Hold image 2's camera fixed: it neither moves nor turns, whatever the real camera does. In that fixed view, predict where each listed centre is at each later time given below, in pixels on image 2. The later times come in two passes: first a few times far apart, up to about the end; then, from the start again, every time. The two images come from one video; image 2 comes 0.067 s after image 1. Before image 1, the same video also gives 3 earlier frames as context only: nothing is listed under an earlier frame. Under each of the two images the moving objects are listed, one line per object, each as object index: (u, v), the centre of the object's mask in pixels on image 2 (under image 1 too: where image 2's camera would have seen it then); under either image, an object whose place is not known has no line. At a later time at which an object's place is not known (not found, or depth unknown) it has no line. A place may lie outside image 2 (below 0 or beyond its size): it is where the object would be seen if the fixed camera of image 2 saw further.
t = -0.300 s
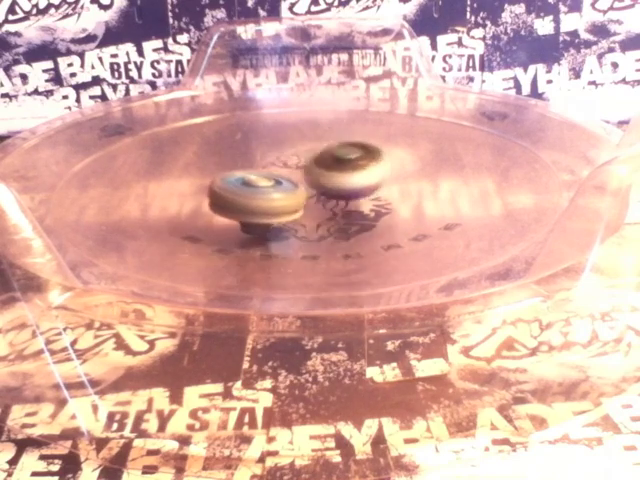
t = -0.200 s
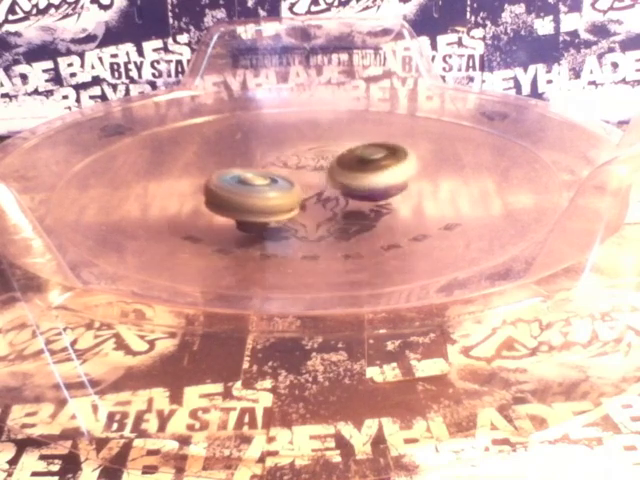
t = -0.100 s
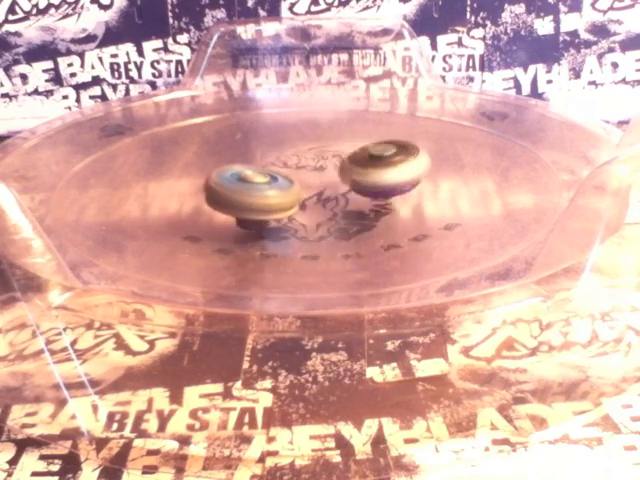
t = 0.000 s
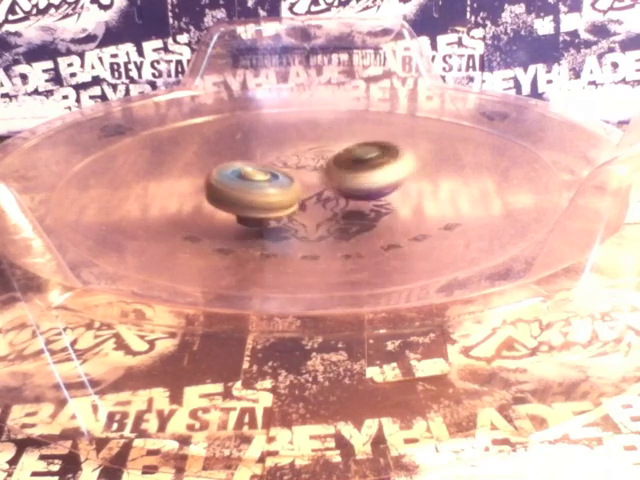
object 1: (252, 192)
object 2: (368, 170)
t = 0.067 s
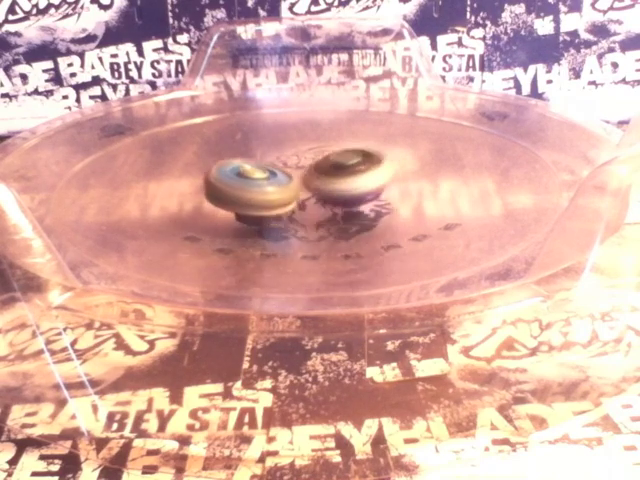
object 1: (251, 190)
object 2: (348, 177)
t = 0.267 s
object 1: (227, 184)
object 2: (365, 192)
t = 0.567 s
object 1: (224, 173)
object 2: (359, 193)
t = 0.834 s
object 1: (217, 167)
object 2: (370, 184)
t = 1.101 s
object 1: (224, 163)
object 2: (315, 202)
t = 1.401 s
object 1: (263, 166)
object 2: (336, 202)
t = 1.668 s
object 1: (244, 134)
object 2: (360, 202)
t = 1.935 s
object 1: (261, 145)
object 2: (278, 192)
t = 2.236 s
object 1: (304, 157)
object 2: (237, 203)
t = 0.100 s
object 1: (243, 188)
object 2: (345, 180)
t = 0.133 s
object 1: (232, 187)
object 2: (350, 183)
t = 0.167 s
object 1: (226, 186)
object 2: (354, 187)
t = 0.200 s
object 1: (225, 185)
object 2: (357, 190)
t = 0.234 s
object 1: (226, 185)
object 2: (360, 192)
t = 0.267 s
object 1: (227, 184)
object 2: (365, 192)
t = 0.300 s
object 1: (230, 184)
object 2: (369, 193)
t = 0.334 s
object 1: (232, 183)
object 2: (372, 193)
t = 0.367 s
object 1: (235, 183)
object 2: (373, 193)
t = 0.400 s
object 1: (238, 182)
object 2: (372, 191)
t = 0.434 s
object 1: (241, 182)
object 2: (367, 190)
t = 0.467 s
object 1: (243, 182)
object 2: (360, 191)
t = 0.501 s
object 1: (245, 181)
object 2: (351, 191)
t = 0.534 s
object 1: (244, 179)
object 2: (349, 193)
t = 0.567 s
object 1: (224, 173)
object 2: (359, 193)
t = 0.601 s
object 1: (213, 167)
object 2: (369, 193)
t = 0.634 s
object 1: (209, 165)
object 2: (379, 193)
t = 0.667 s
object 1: (209, 165)
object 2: (388, 192)
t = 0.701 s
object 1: (209, 165)
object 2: (392, 191)
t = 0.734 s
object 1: (210, 165)
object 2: (392, 189)
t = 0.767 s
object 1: (212, 166)
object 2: (389, 186)
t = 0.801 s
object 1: (214, 166)
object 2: (381, 185)
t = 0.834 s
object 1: (217, 167)
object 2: (370, 184)
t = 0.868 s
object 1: (219, 167)
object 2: (357, 184)
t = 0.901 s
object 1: (222, 168)
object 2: (345, 185)
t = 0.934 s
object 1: (225, 168)
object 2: (331, 187)
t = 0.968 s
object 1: (228, 169)
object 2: (320, 189)
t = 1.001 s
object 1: (222, 165)
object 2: (319, 193)
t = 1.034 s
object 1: (220, 164)
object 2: (317, 198)
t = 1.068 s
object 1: (221, 163)
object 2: (315, 199)
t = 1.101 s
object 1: (224, 163)
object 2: (315, 202)
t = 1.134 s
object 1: (228, 164)
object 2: (315, 205)
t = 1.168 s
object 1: (231, 164)
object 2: (318, 208)
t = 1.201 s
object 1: (235, 165)
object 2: (319, 209)
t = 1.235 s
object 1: (239, 165)
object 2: (327, 210)
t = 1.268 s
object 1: (244, 165)
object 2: (331, 210)
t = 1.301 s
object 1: (248, 166)
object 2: (336, 208)
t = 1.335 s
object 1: (254, 166)
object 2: (339, 206)
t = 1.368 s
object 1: (259, 166)
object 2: (339, 204)
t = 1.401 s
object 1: (263, 166)
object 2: (336, 202)
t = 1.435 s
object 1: (263, 162)
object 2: (339, 202)
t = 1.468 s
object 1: (255, 147)
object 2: (345, 204)
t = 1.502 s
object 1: (249, 138)
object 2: (353, 208)
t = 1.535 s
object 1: (246, 135)
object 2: (357, 209)
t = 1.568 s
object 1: (245, 133)
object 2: (361, 209)
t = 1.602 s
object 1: (245, 133)
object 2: (362, 207)
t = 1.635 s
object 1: (244, 133)
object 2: (362, 205)
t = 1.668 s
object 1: (244, 134)
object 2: (360, 202)
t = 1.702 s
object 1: (244, 136)
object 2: (352, 201)
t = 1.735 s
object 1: (244, 138)
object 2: (345, 200)
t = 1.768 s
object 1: (246, 139)
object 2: (335, 198)
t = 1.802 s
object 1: (246, 141)
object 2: (322, 195)
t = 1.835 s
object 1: (250, 141)
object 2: (310, 193)
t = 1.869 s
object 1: (254, 144)
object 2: (300, 192)
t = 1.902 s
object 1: (258, 143)
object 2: (290, 191)
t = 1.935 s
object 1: (261, 145)
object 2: (278, 192)
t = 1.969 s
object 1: (267, 146)
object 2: (267, 194)
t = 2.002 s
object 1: (273, 147)
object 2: (258, 195)
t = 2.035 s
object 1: (277, 148)
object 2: (247, 196)
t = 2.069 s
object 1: (281, 150)
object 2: (240, 197)
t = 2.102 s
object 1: (287, 150)
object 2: (234, 197)
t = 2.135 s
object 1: (292, 152)
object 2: (229, 198)
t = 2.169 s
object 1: (296, 155)
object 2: (228, 199)
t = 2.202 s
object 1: (300, 155)
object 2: (230, 201)
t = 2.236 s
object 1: (304, 157)
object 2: (237, 203)
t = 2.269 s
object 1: (308, 158)
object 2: (248, 203)
